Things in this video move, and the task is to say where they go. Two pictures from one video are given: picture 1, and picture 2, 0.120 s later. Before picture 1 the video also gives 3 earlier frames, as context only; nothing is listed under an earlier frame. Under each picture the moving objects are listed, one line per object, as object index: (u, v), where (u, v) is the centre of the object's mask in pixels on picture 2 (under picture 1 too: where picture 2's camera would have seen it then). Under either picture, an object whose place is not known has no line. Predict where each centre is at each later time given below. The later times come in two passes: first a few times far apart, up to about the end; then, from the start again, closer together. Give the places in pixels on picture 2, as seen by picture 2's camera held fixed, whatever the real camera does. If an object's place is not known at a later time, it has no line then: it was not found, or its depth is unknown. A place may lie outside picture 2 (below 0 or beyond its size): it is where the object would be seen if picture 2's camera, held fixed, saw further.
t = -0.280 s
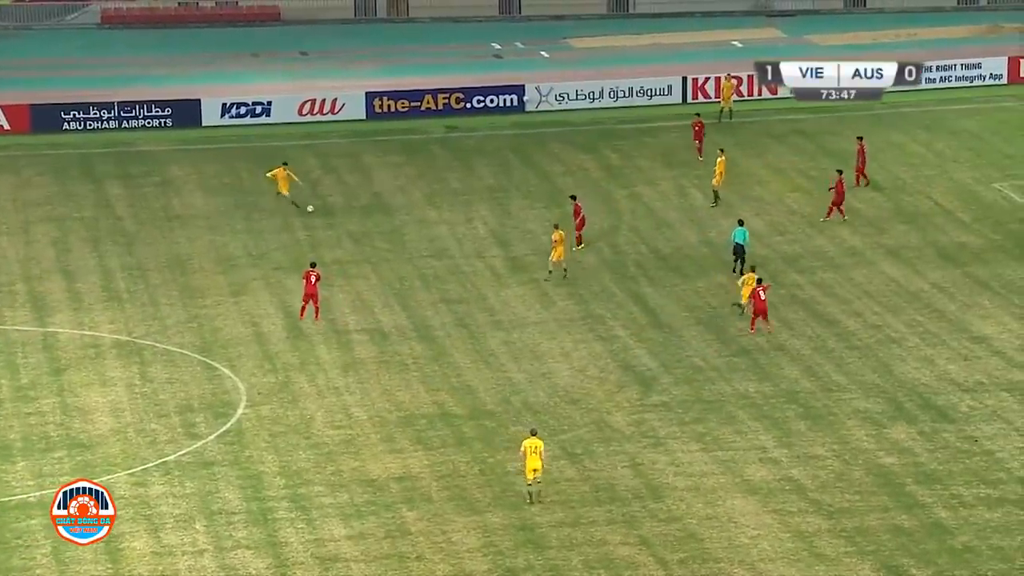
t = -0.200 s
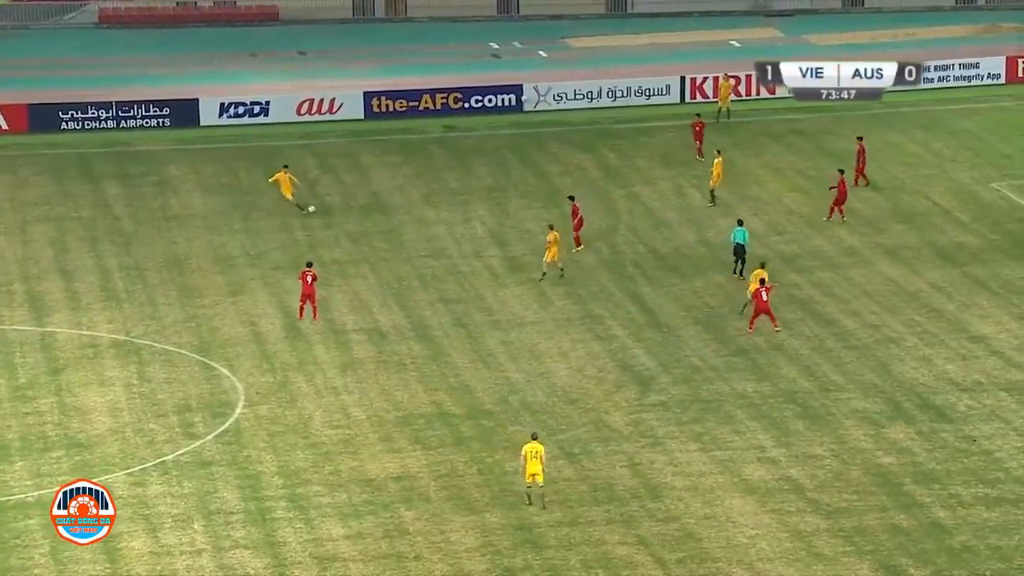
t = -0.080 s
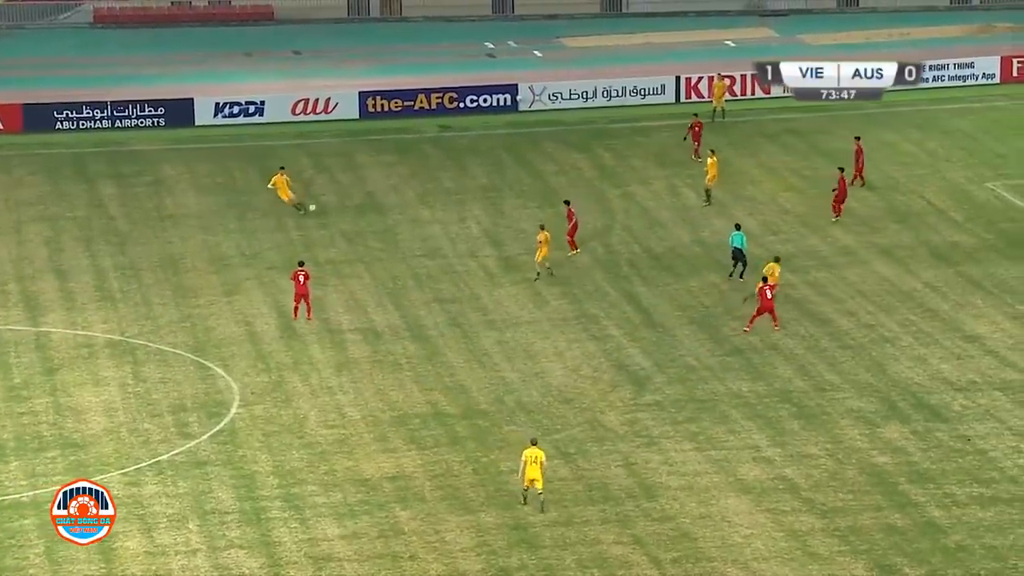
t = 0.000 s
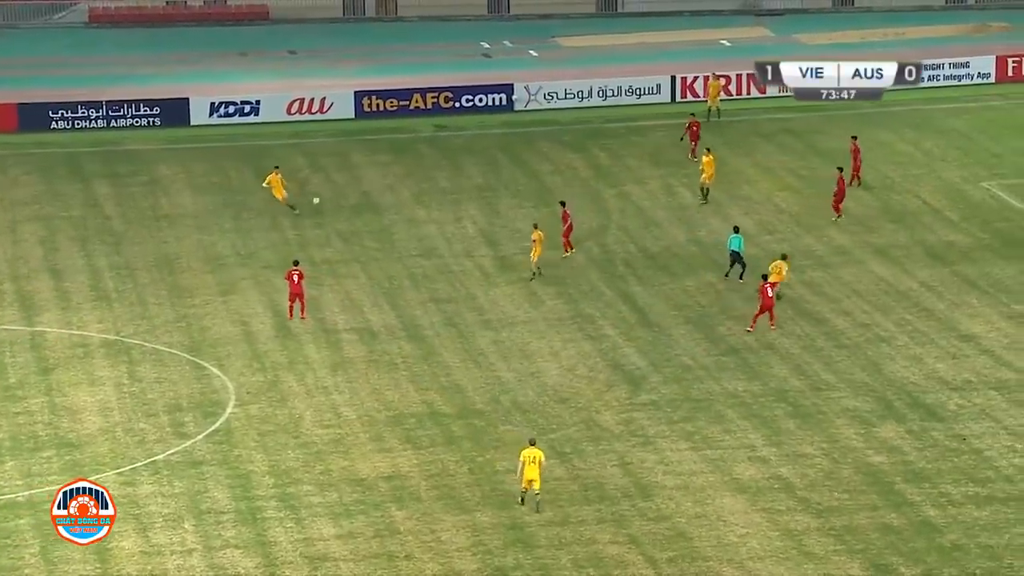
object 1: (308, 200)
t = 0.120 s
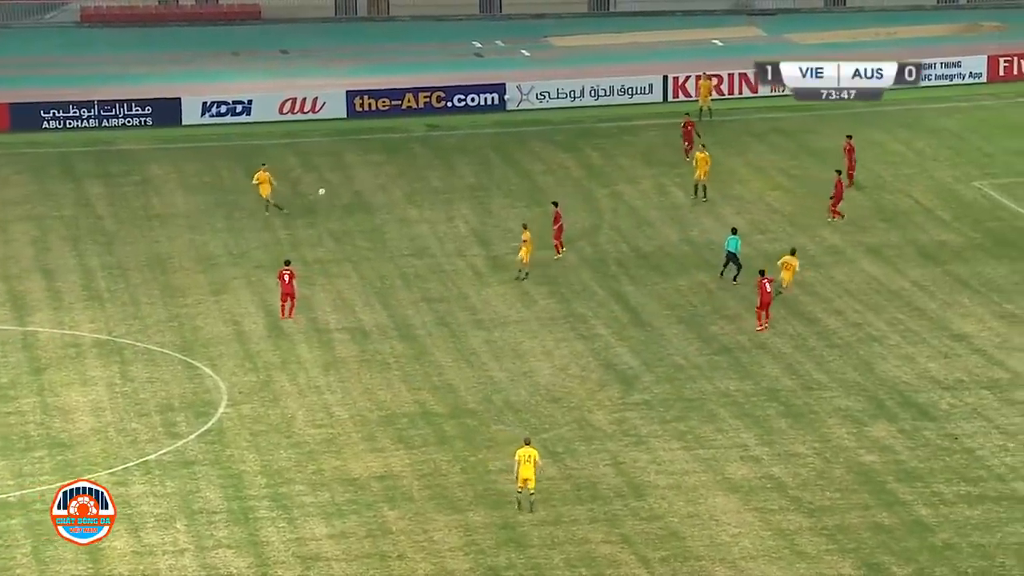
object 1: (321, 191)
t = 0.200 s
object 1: (330, 186)
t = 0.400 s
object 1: (354, 178)
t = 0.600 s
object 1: (381, 175)
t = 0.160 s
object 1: (325, 189)
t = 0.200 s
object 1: (330, 186)
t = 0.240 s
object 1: (335, 184)
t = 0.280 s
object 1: (340, 182)
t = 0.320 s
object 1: (344, 180)
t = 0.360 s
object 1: (349, 179)
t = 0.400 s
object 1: (354, 178)
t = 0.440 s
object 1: (358, 177)
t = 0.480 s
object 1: (364, 176)
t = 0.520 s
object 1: (370, 175)
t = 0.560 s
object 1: (375, 174)
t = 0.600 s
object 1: (381, 175)
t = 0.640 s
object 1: (385, 174)
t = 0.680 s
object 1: (391, 175)
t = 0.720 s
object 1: (397, 176)
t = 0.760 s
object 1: (402, 178)
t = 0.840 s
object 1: (414, 181)
